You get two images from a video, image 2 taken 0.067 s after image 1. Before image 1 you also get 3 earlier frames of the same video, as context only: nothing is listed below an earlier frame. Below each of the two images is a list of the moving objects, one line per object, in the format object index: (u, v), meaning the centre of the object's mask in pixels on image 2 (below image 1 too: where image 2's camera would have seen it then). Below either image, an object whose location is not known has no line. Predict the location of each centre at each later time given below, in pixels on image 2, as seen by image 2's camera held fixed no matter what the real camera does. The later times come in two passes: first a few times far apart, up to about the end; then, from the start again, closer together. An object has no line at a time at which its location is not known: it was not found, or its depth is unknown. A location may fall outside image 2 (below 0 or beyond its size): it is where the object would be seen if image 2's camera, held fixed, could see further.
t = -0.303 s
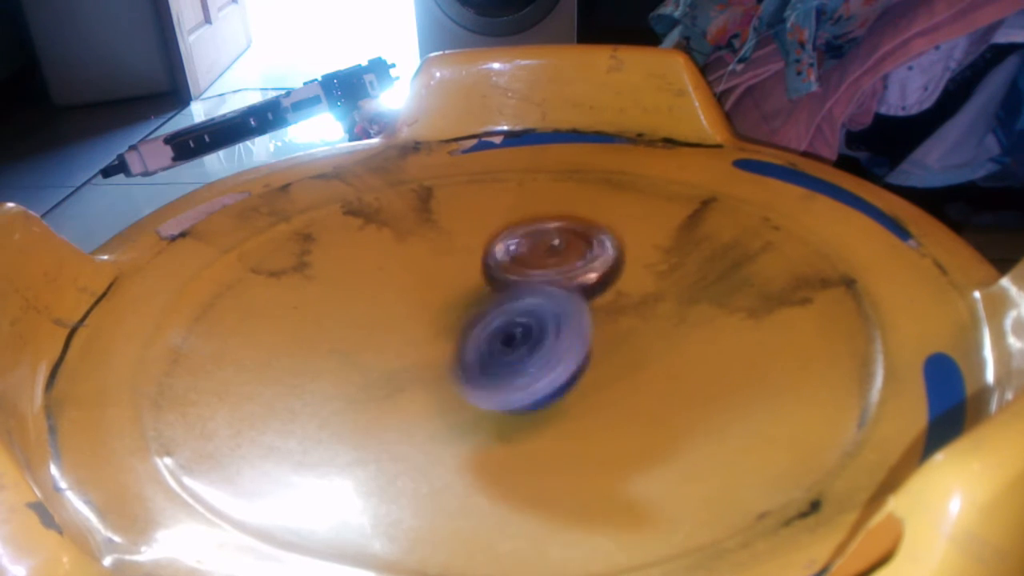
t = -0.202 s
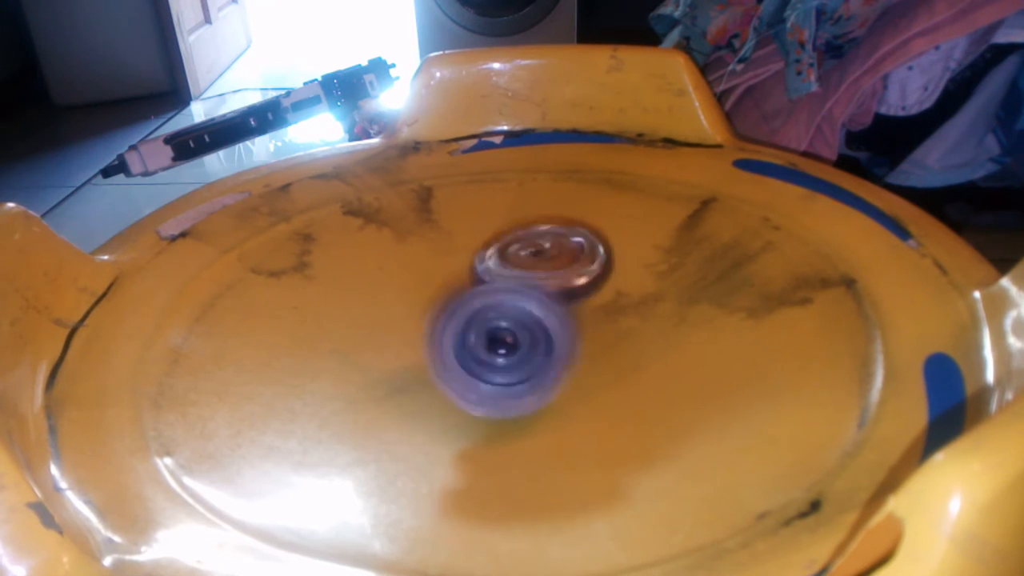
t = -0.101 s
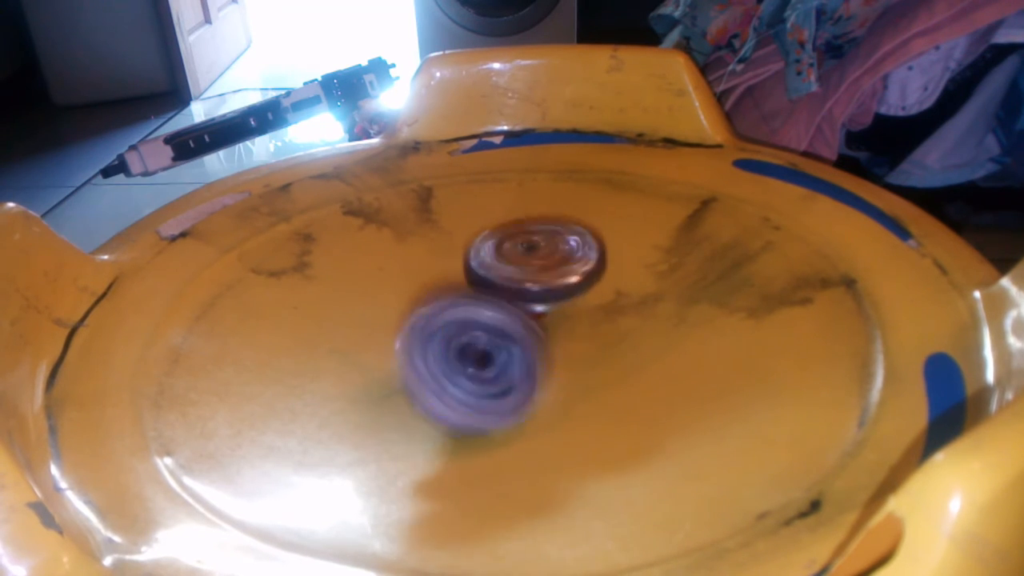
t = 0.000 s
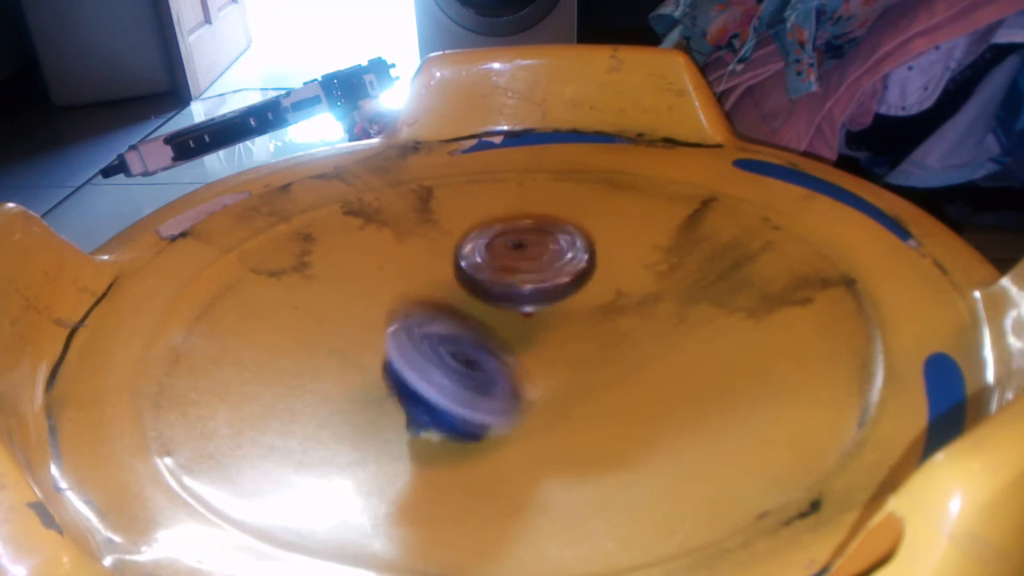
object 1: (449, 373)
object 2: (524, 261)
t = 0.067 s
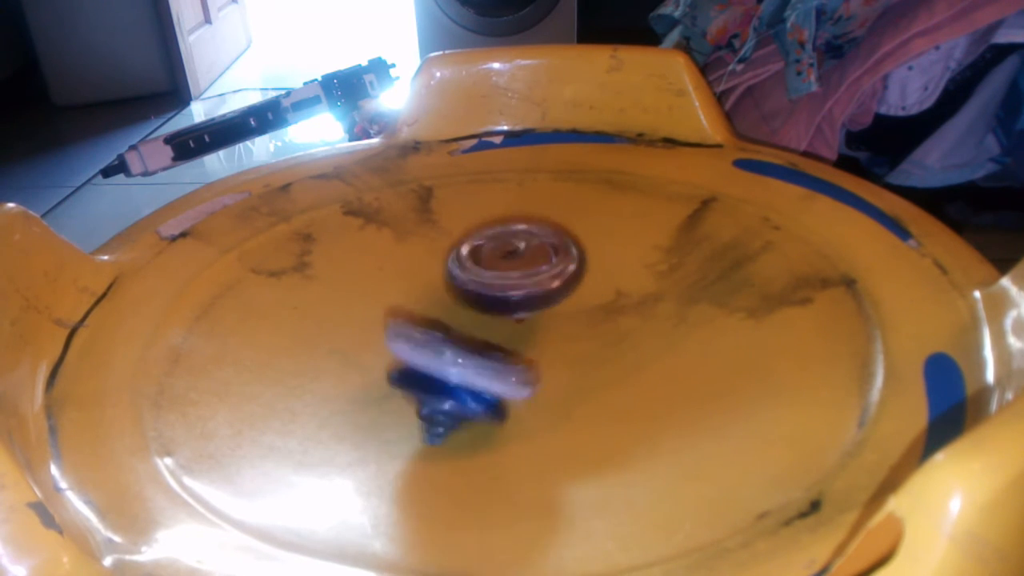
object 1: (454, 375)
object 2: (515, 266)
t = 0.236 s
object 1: (482, 371)
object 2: (513, 268)
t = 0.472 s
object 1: (529, 355)
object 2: (511, 247)
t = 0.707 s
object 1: (540, 356)
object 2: (505, 256)
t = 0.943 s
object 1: (508, 329)
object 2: (481, 252)
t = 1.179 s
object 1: (490, 335)
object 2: (474, 250)
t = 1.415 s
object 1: (470, 350)
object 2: (511, 262)
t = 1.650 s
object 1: (484, 341)
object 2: (526, 264)
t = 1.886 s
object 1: (480, 347)
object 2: (548, 266)
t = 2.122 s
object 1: (481, 347)
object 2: (522, 259)
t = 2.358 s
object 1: (481, 347)
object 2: (500, 252)
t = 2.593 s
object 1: (481, 347)
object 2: (509, 256)
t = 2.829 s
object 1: (481, 347)
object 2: (536, 265)
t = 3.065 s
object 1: (481, 347)
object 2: (545, 267)
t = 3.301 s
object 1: (481, 347)
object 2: (537, 265)
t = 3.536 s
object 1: (481, 347)
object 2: (541, 266)
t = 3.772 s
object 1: (480, 348)
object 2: (547, 267)
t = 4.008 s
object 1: (481, 347)
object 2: (546, 268)
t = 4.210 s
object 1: (481, 347)
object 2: (545, 268)
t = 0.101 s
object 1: (459, 370)
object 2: (511, 268)
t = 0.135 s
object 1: (461, 370)
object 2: (509, 272)
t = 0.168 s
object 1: (469, 367)
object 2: (505, 274)
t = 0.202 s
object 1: (474, 368)
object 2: (510, 271)
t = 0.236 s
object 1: (482, 371)
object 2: (513, 268)
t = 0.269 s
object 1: (494, 369)
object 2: (514, 264)
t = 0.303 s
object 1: (504, 374)
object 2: (514, 261)
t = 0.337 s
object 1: (511, 368)
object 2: (514, 260)
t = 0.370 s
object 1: (519, 363)
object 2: (512, 258)
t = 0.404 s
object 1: (526, 356)
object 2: (511, 257)
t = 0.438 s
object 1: (528, 352)
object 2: (510, 256)
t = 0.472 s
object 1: (529, 355)
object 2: (511, 247)
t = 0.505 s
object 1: (530, 357)
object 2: (515, 242)
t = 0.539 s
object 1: (537, 363)
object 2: (520, 243)
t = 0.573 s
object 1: (540, 361)
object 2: (520, 242)
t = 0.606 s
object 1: (540, 364)
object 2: (517, 243)
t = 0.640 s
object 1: (543, 364)
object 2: (516, 247)
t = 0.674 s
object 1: (539, 363)
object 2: (512, 250)
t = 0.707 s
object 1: (540, 356)
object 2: (505, 256)
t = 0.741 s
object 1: (537, 350)
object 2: (501, 263)
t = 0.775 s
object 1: (529, 350)
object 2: (497, 264)
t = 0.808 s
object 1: (528, 345)
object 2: (496, 263)
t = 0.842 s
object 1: (518, 340)
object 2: (491, 261)
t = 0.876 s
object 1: (516, 333)
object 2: (487, 259)
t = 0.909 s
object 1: (512, 328)
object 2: (482, 251)
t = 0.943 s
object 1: (508, 329)
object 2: (481, 252)
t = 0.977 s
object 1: (508, 327)
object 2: (479, 251)
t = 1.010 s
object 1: (507, 328)
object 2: (477, 253)
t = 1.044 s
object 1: (504, 332)
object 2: (477, 252)
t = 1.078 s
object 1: (500, 334)
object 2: (476, 254)
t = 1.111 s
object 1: (496, 336)
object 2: (475, 255)
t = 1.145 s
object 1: (492, 336)
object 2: (476, 255)
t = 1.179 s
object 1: (490, 335)
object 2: (474, 250)
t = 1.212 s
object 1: (487, 338)
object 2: (478, 249)
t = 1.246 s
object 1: (483, 344)
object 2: (488, 251)
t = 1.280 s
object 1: (478, 347)
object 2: (499, 258)
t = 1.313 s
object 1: (474, 349)
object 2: (501, 259)
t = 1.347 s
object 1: (472, 349)
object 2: (502, 258)
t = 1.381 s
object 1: (470, 350)
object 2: (508, 259)
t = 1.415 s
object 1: (470, 350)
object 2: (511, 262)
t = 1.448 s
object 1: (471, 349)
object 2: (512, 261)
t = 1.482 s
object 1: (472, 349)
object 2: (512, 260)
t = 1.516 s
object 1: (475, 348)
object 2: (514, 258)
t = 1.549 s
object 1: (480, 346)
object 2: (513, 259)
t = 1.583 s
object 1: (484, 344)
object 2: (514, 261)
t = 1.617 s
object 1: (486, 340)
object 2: (518, 263)
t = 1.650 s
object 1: (484, 341)
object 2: (526, 264)
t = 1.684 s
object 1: (483, 343)
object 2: (532, 265)
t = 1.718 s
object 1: (483, 342)
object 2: (539, 265)
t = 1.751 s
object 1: (483, 343)
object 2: (543, 266)
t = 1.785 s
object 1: (483, 344)
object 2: (547, 266)
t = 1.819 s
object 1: (483, 346)
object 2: (548, 266)
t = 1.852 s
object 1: (481, 347)
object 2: (549, 266)
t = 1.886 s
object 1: (480, 347)
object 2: (548, 266)
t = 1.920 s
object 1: (481, 348)
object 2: (545, 266)
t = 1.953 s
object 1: (481, 347)
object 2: (543, 266)
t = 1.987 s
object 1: (481, 347)
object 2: (540, 265)
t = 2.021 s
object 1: (481, 347)
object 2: (536, 264)
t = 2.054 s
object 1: (481, 347)
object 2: (531, 262)
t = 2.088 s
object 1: (481, 347)
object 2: (527, 260)
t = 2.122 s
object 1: (481, 347)
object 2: (522, 259)
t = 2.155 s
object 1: (480, 347)
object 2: (517, 258)
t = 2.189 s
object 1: (481, 347)
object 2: (512, 256)
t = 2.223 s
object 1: (481, 347)
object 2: (508, 255)
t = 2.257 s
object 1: (481, 347)
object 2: (506, 254)
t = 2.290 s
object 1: (481, 347)
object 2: (503, 253)
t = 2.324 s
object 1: (481, 347)
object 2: (502, 253)
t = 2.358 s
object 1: (481, 347)
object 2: (500, 252)
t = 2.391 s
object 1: (481, 347)
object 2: (499, 251)
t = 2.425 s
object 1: (481, 347)
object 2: (499, 251)
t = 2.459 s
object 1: (481, 347)
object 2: (500, 252)
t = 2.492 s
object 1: (481, 347)
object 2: (502, 253)
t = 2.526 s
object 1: (481, 347)
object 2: (504, 254)
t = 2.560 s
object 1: (481, 347)
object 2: (507, 255)
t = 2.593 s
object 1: (481, 347)
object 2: (509, 256)
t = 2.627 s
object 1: (481, 347)
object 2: (513, 256)
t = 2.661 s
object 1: (481, 347)
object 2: (517, 259)
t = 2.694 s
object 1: (481, 347)
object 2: (522, 260)
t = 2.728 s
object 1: (481, 347)
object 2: (526, 261)
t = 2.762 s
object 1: (481, 347)
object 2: (531, 263)
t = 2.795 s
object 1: (481, 347)
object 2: (534, 264)
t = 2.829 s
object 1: (481, 347)
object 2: (536, 265)
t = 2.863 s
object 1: (481, 347)
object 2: (540, 266)
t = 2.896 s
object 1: (481, 347)
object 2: (542, 266)
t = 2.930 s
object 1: (481, 347)
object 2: (544, 266)
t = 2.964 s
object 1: (481, 347)
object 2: (547, 267)
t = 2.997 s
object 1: (481, 347)
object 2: (547, 268)
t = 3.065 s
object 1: (481, 347)
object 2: (545, 267)
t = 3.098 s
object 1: (481, 347)
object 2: (543, 266)
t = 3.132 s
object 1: (481, 347)
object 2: (541, 266)
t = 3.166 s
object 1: (481, 347)
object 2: (541, 266)
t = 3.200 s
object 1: (481, 347)
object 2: (540, 265)
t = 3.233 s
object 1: (481, 347)
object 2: (539, 265)
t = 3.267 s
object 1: (481, 347)
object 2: (538, 265)
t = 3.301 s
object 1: (481, 347)
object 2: (537, 265)
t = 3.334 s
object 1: (481, 347)
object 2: (537, 265)
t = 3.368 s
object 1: (481, 347)
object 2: (537, 265)
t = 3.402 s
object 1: (481, 347)
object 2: (537, 265)
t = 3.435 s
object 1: (481, 347)
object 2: (538, 265)
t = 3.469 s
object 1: (481, 347)
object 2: (539, 265)
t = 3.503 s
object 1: (481, 347)
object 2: (540, 265)
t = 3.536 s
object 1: (481, 347)
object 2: (541, 266)
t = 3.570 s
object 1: (481, 347)
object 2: (541, 266)
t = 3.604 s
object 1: (481, 347)
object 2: (542, 266)
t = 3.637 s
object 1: (480, 347)
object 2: (543, 266)
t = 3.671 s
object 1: (480, 347)
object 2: (544, 267)
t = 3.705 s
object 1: (481, 347)
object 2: (547, 267)
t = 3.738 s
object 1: (481, 347)
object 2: (548, 266)
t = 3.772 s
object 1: (480, 348)
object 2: (547, 267)
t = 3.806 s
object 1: (481, 347)
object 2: (545, 267)
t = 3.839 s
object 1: (481, 347)
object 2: (544, 267)
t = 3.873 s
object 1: (481, 347)
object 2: (544, 267)
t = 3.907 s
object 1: (481, 347)
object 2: (545, 267)
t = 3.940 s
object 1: (481, 347)
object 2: (547, 268)
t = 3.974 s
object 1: (481, 347)
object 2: (548, 267)
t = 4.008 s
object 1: (481, 347)
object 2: (546, 268)
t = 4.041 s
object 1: (481, 347)
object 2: (545, 267)
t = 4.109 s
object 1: (481, 347)
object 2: (547, 268)
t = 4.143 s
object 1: (481, 347)
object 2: (548, 268)
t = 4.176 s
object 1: (481, 347)
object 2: (547, 268)
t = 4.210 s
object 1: (481, 347)
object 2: (545, 268)
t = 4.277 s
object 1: (481, 347)
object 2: (547, 268)
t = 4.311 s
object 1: (481, 347)
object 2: (547, 268)
